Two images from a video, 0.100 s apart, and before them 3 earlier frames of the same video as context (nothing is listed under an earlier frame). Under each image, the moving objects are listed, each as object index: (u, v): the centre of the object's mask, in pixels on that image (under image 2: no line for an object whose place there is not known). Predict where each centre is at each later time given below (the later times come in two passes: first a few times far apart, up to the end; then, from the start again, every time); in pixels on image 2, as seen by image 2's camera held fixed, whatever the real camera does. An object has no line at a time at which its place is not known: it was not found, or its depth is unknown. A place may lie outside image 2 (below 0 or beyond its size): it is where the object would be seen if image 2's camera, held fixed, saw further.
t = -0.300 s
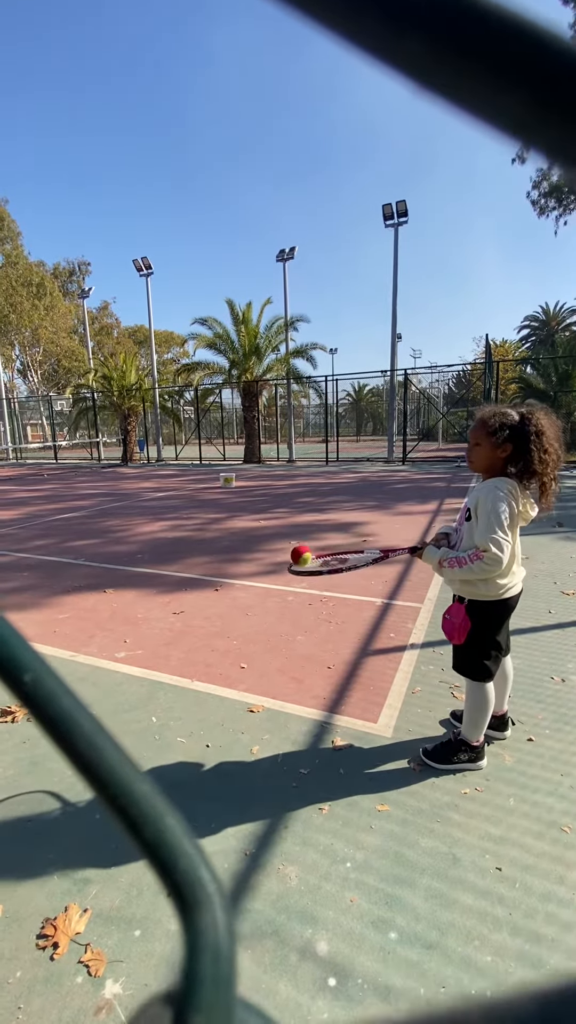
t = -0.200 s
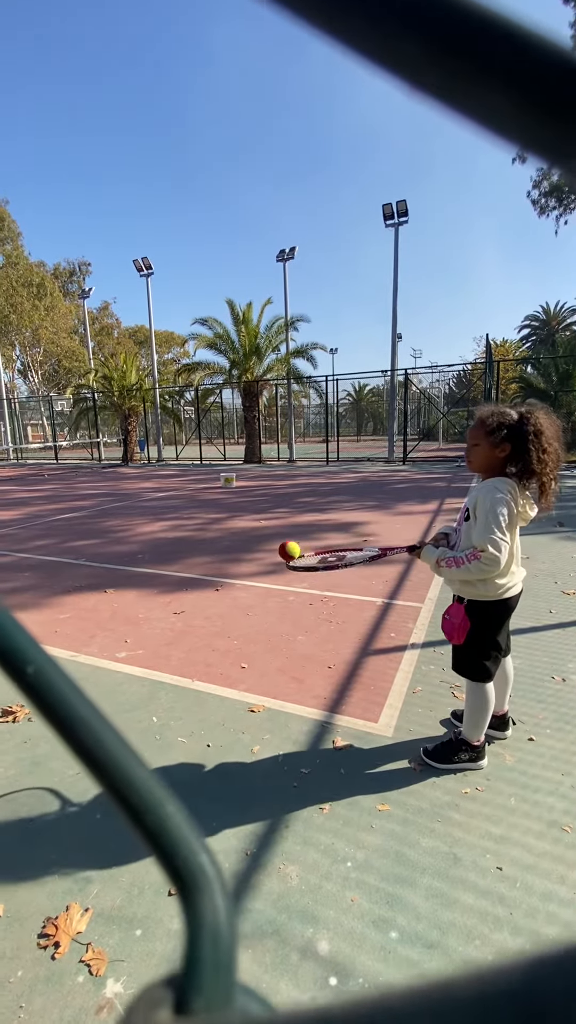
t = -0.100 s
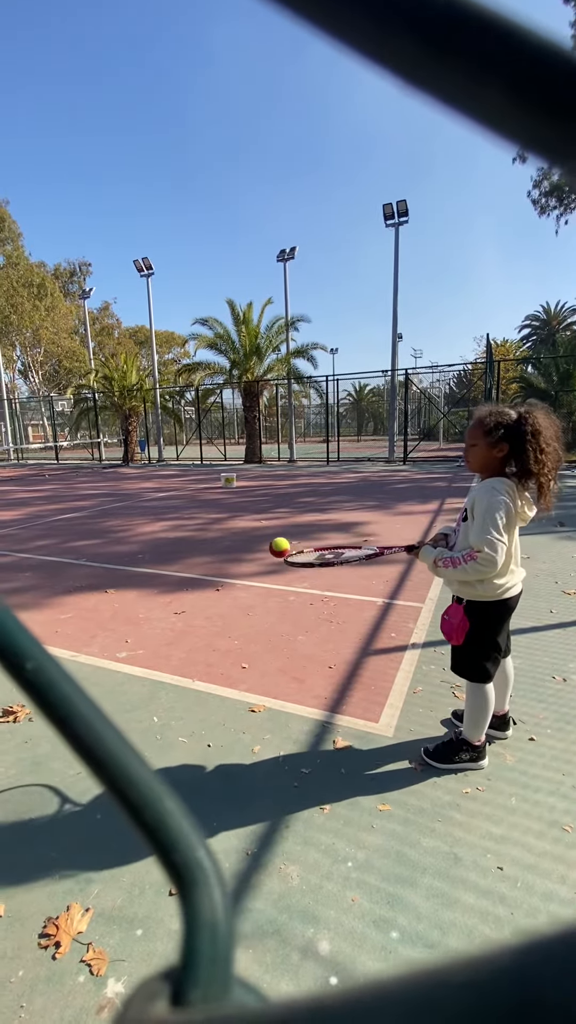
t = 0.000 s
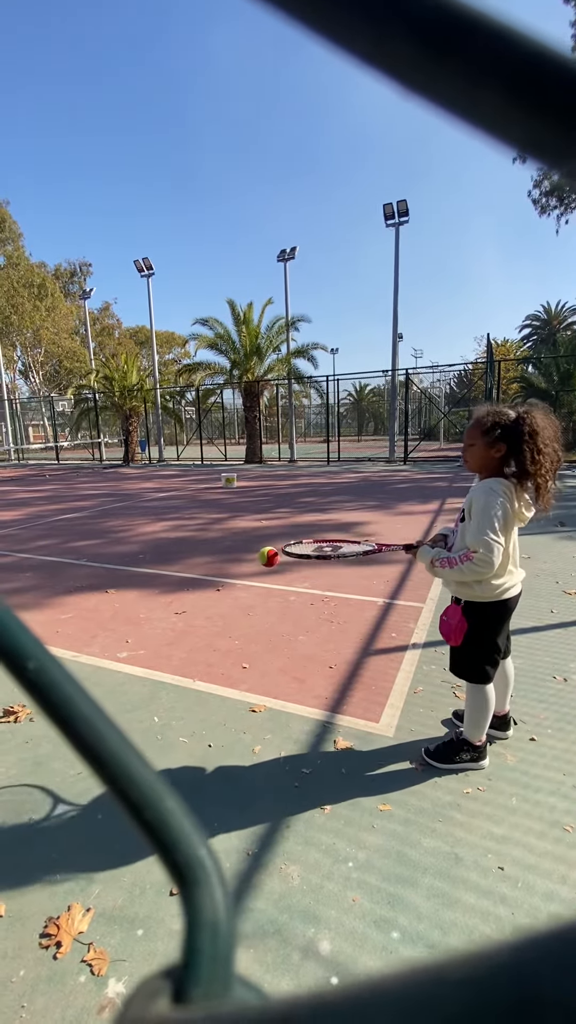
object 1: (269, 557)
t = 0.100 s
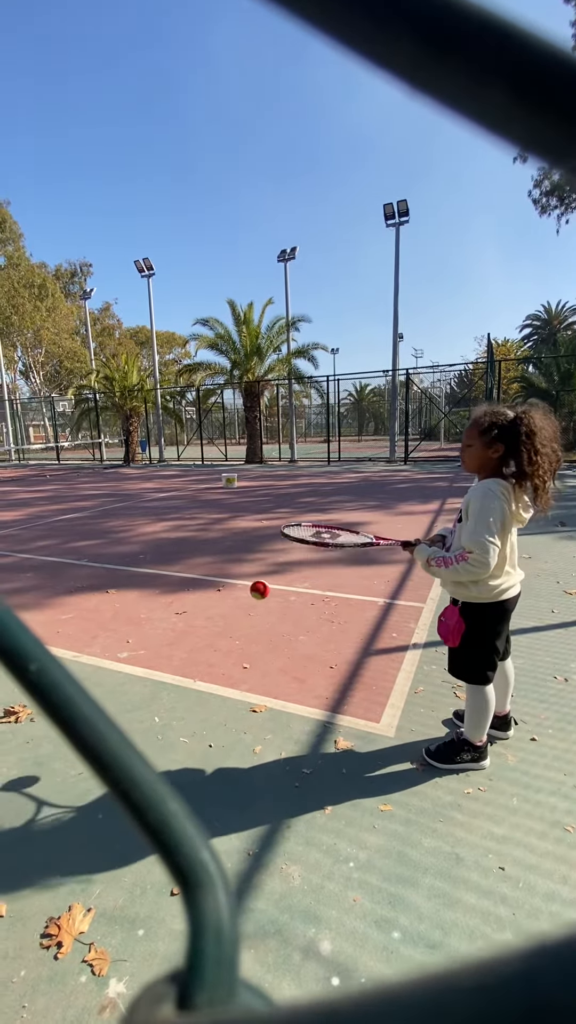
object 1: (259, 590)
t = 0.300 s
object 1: (245, 715)
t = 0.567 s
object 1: (223, 629)
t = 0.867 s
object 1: (209, 699)
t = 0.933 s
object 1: (205, 685)
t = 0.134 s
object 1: (257, 605)
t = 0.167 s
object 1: (254, 623)
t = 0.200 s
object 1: (251, 644)
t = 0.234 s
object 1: (249, 666)
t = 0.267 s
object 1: (247, 689)
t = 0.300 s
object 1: (245, 715)
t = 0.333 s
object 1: (242, 710)
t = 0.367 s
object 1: (239, 691)
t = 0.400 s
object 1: (236, 674)
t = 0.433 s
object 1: (233, 660)
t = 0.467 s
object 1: (230, 649)
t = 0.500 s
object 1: (228, 640)
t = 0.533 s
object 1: (225, 633)
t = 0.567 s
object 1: (223, 629)
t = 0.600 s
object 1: (221, 627)
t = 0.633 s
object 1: (218, 628)
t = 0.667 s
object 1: (217, 632)
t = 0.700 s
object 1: (215, 637)
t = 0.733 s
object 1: (213, 645)
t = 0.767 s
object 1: (212, 656)
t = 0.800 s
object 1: (210, 668)
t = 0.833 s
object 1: (209, 682)
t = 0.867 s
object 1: (209, 699)
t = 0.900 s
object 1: (207, 698)
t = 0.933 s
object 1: (205, 685)
